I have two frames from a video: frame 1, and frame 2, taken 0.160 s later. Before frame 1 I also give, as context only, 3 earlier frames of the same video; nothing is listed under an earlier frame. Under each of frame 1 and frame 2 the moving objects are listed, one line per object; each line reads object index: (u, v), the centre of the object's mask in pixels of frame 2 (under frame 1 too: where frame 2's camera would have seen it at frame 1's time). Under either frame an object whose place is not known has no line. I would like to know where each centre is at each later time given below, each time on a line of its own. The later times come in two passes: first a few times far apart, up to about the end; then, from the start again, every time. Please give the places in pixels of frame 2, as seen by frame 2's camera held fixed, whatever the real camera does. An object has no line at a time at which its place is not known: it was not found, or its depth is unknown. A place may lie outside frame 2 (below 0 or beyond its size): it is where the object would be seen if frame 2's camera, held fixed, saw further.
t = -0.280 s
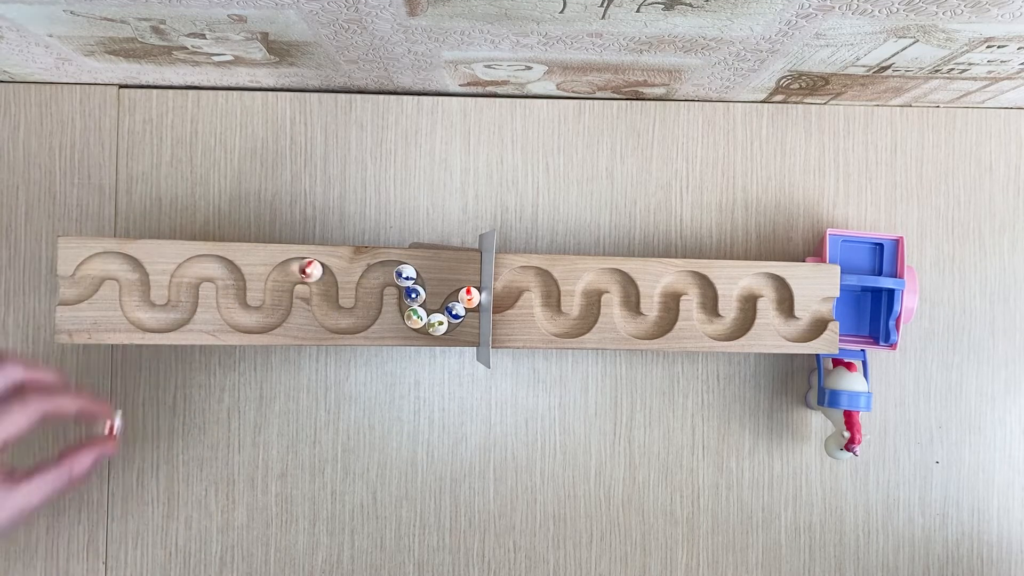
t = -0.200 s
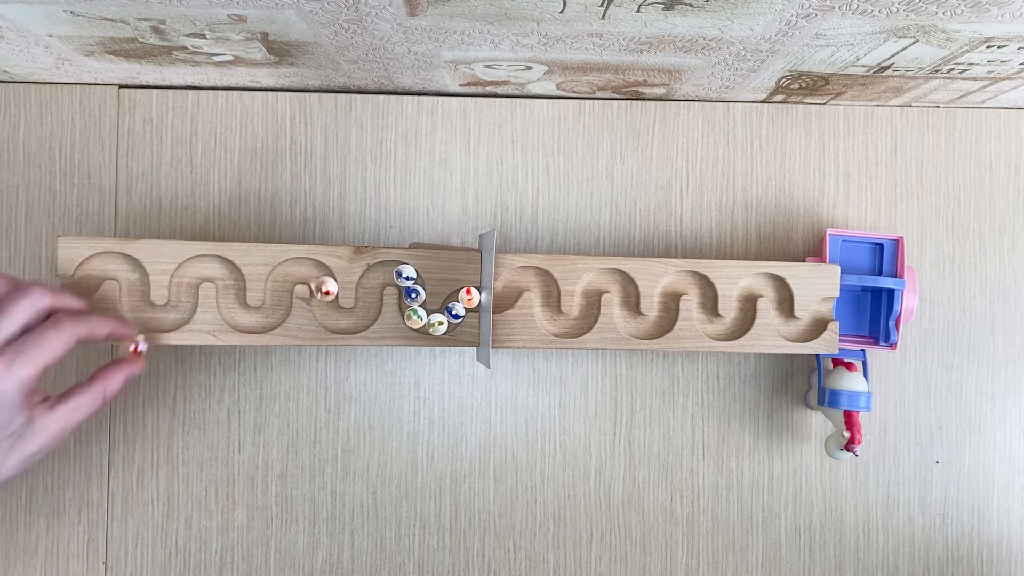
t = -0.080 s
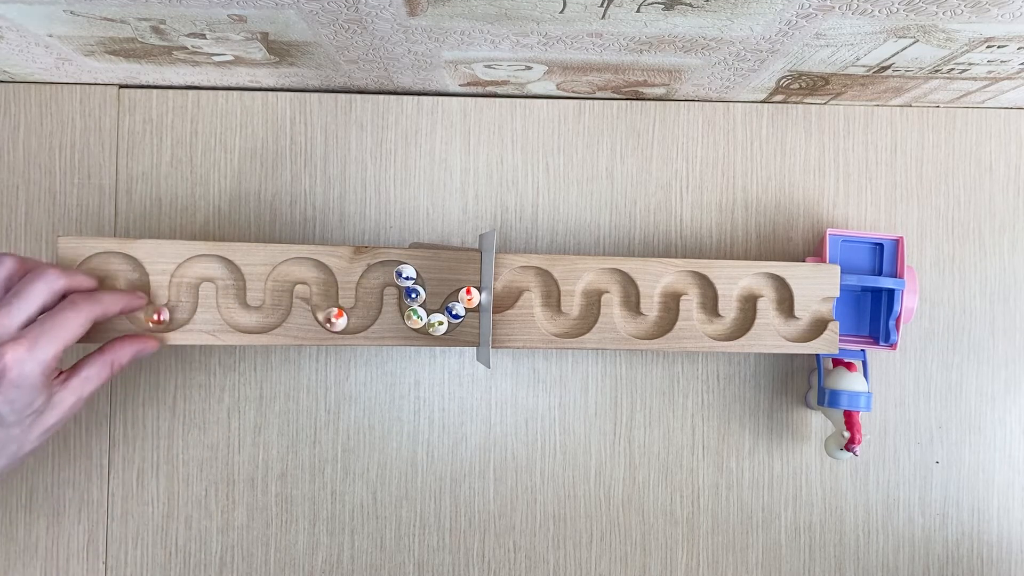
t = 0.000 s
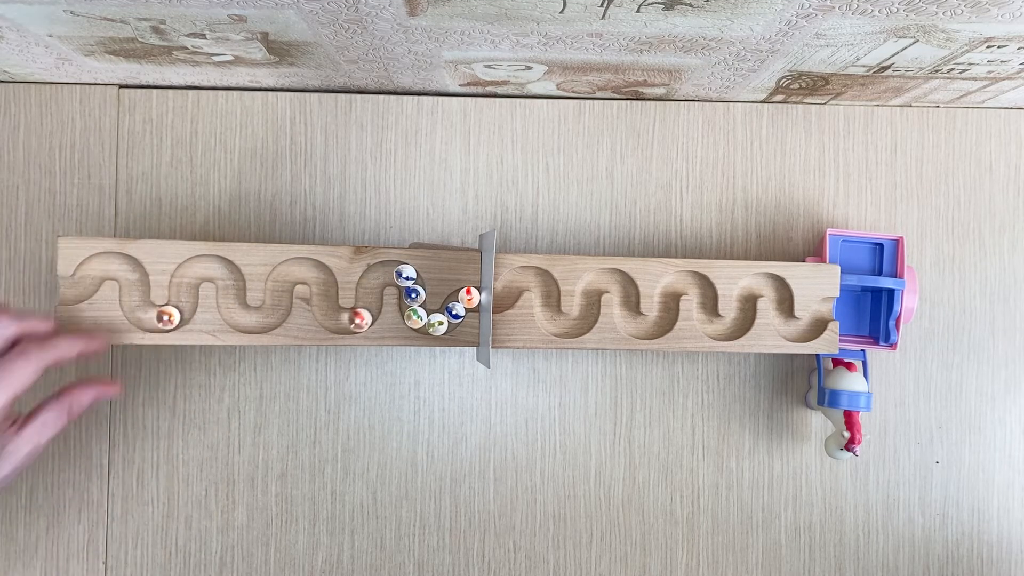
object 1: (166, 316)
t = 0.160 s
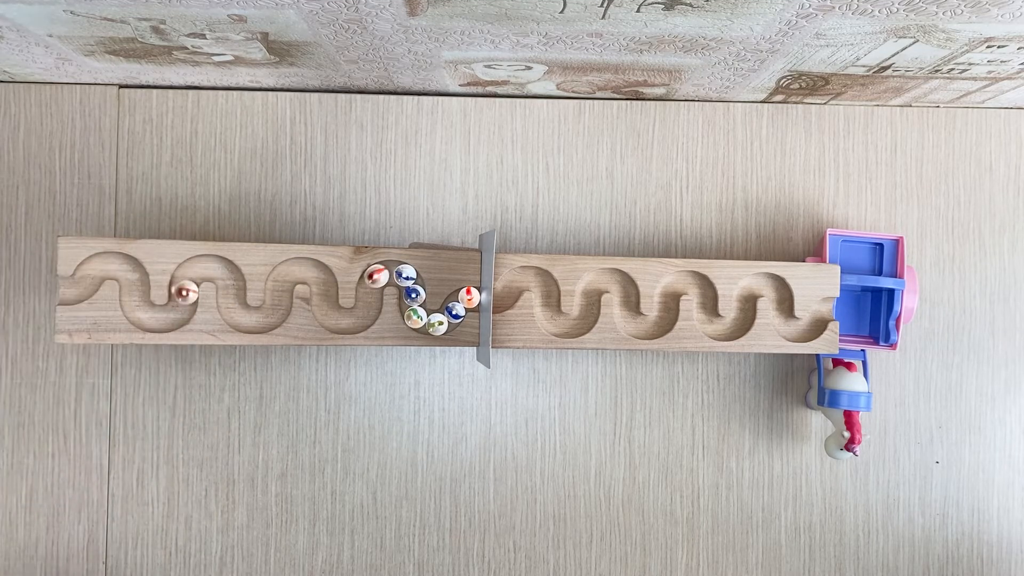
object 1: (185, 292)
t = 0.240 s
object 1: (187, 275)
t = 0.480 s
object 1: (232, 300)
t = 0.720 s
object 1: (279, 296)
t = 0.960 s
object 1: (325, 291)
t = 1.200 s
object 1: (368, 310)
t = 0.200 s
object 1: (185, 283)
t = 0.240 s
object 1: (187, 275)
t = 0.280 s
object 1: (194, 269)
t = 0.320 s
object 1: (203, 266)
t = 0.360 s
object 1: (218, 268)
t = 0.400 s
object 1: (230, 276)
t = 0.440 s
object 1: (232, 287)
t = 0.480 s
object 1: (232, 300)
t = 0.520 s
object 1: (232, 312)
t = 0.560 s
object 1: (239, 318)
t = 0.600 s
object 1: (254, 322)
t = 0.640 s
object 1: (268, 319)
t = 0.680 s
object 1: (276, 309)
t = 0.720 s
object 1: (279, 296)
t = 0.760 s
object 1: (280, 282)
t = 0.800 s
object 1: (286, 273)
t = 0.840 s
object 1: (298, 268)
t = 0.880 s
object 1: (314, 271)
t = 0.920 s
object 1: (322, 279)
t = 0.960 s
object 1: (325, 291)
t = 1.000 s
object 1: (325, 303)
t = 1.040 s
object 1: (326, 314)
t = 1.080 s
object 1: (334, 320)
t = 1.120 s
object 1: (346, 323)
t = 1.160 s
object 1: (360, 319)
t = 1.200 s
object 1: (368, 310)
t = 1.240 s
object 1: (370, 296)
